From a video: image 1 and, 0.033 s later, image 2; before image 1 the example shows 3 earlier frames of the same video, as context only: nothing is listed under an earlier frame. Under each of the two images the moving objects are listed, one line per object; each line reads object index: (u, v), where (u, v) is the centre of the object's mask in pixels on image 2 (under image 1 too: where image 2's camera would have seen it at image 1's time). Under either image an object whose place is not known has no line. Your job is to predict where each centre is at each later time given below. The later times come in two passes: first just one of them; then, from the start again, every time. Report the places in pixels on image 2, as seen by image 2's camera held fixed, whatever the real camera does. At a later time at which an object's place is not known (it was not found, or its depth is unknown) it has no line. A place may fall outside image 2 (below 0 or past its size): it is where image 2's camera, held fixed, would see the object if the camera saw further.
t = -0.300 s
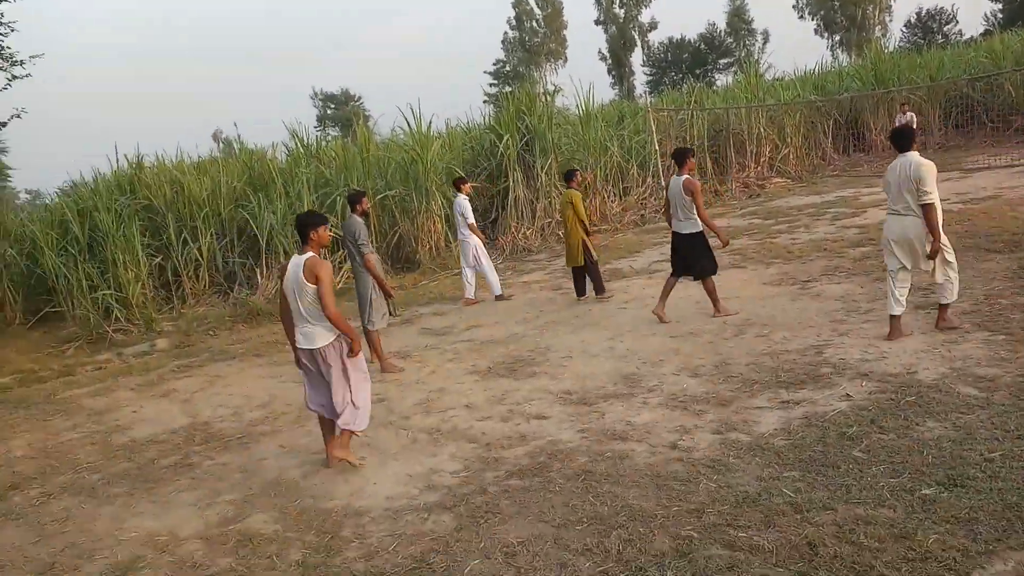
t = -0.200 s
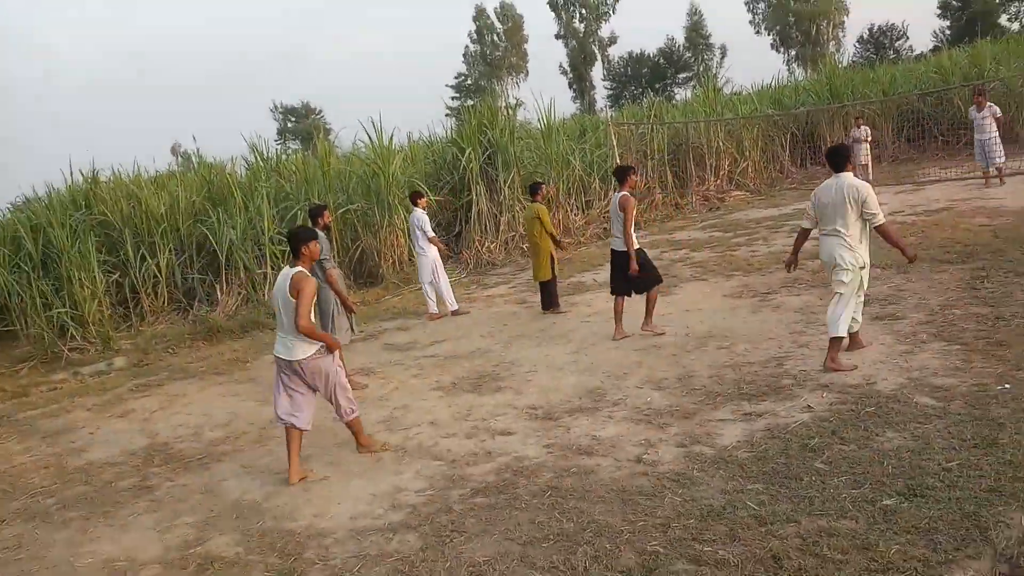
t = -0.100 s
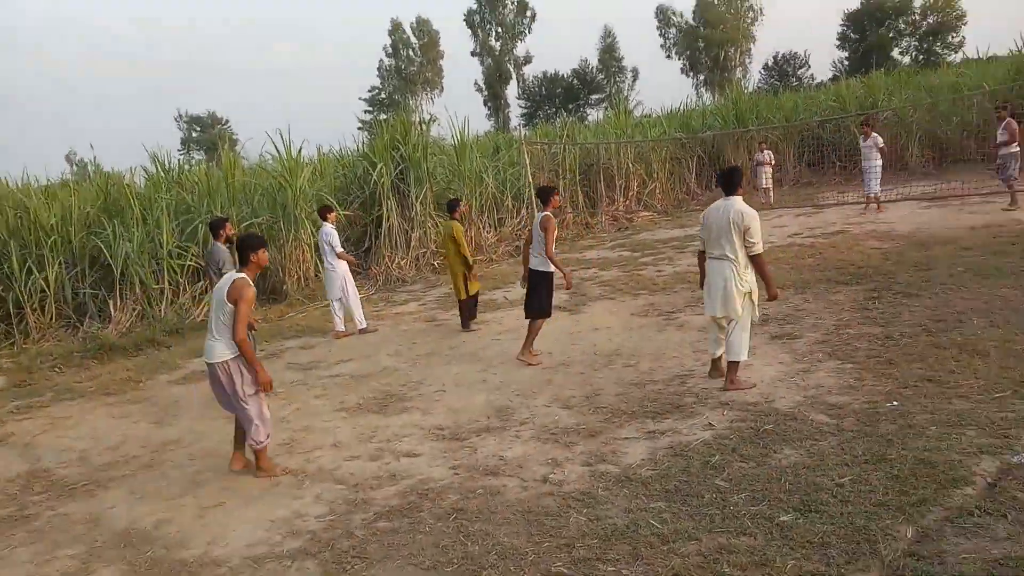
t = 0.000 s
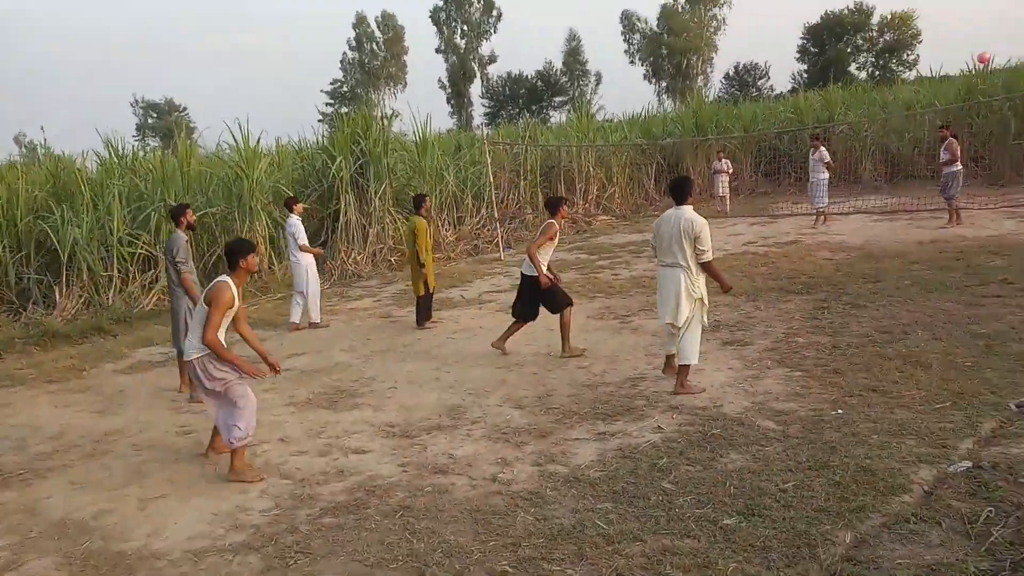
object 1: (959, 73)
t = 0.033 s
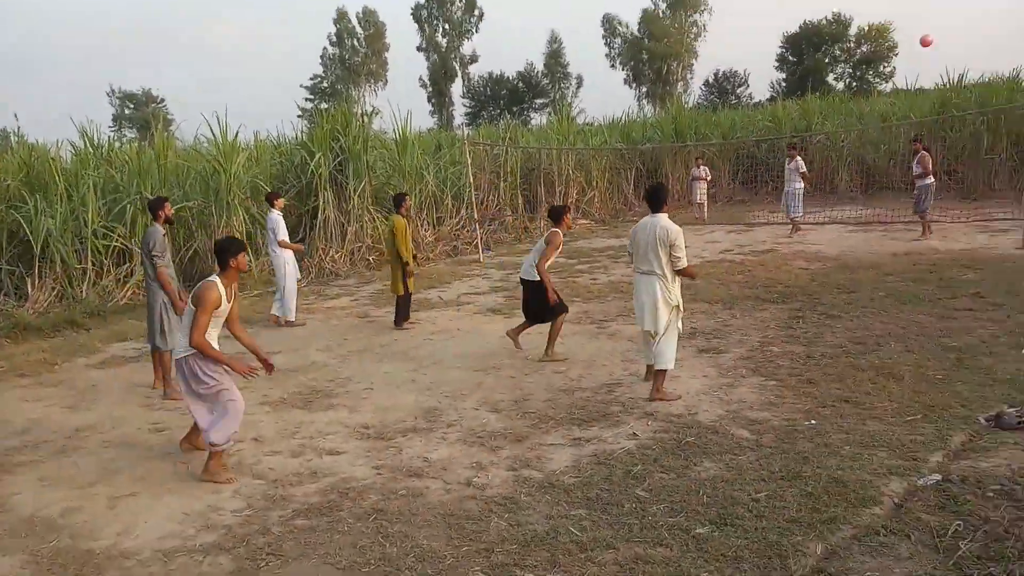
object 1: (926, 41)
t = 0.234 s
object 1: (647, 91)
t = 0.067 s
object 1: (896, 15)
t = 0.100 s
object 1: (858, -2)
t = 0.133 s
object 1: (815, -4)
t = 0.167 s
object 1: (762, 7)
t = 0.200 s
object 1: (709, 38)
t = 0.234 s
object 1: (647, 91)
